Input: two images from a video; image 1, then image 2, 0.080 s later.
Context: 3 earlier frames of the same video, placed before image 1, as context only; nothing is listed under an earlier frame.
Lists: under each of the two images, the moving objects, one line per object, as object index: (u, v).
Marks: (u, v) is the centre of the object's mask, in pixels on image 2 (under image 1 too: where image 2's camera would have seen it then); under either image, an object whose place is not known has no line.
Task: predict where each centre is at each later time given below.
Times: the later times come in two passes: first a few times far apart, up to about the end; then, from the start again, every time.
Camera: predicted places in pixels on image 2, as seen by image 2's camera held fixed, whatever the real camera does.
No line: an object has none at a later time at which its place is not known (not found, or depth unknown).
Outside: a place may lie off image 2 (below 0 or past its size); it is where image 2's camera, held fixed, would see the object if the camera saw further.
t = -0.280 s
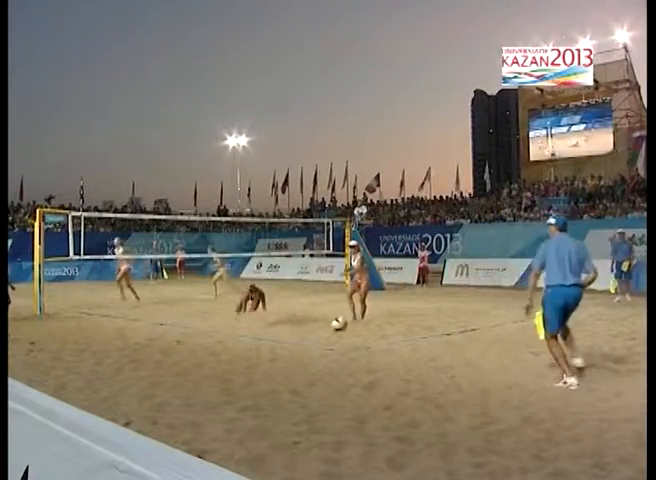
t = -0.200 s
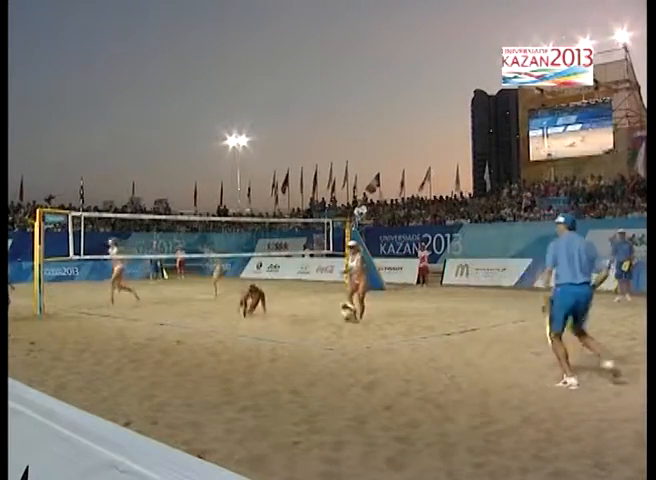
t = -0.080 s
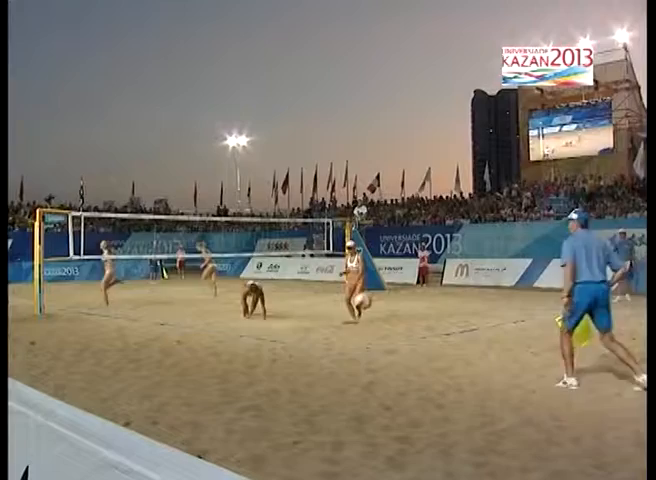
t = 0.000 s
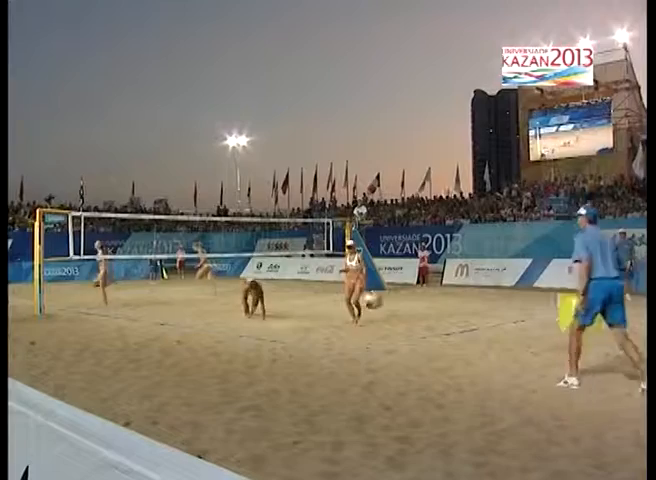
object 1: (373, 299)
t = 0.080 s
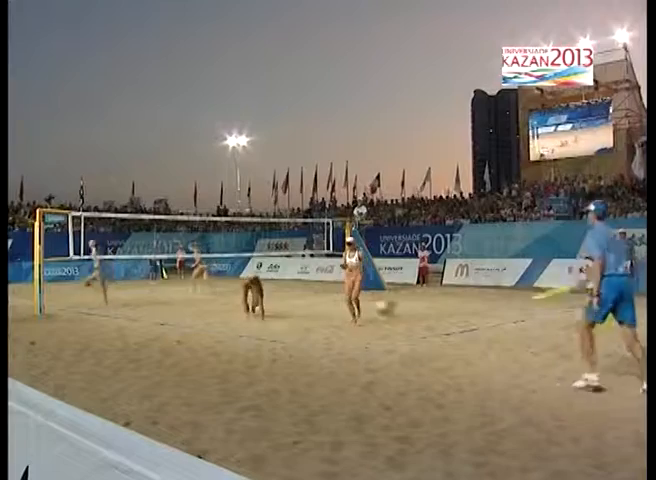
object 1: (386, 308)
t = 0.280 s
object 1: (420, 352)
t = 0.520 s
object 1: (469, 404)
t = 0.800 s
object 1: (537, 446)
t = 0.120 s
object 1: (392, 312)
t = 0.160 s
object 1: (398, 316)
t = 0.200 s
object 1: (403, 326)
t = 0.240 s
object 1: (412, 337)
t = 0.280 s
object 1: (420, 352)
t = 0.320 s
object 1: (424, 366)
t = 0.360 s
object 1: (438, 386)
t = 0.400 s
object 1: (447, 393)
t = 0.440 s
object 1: (450, 393)
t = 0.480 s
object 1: (462, 399)
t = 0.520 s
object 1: (469, 404)
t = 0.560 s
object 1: (479, 411)
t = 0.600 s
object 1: (484, 415)
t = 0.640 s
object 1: (497, 423)
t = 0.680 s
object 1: (505, 426)
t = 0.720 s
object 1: (518, 437)
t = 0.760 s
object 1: (528, 440)
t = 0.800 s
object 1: (537, 446)
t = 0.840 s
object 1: (544, 450)
